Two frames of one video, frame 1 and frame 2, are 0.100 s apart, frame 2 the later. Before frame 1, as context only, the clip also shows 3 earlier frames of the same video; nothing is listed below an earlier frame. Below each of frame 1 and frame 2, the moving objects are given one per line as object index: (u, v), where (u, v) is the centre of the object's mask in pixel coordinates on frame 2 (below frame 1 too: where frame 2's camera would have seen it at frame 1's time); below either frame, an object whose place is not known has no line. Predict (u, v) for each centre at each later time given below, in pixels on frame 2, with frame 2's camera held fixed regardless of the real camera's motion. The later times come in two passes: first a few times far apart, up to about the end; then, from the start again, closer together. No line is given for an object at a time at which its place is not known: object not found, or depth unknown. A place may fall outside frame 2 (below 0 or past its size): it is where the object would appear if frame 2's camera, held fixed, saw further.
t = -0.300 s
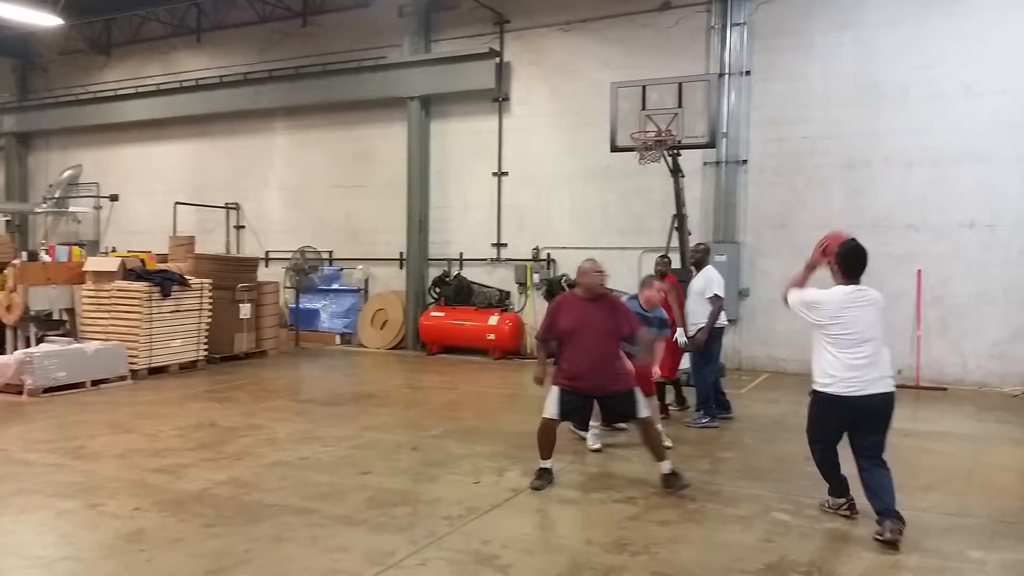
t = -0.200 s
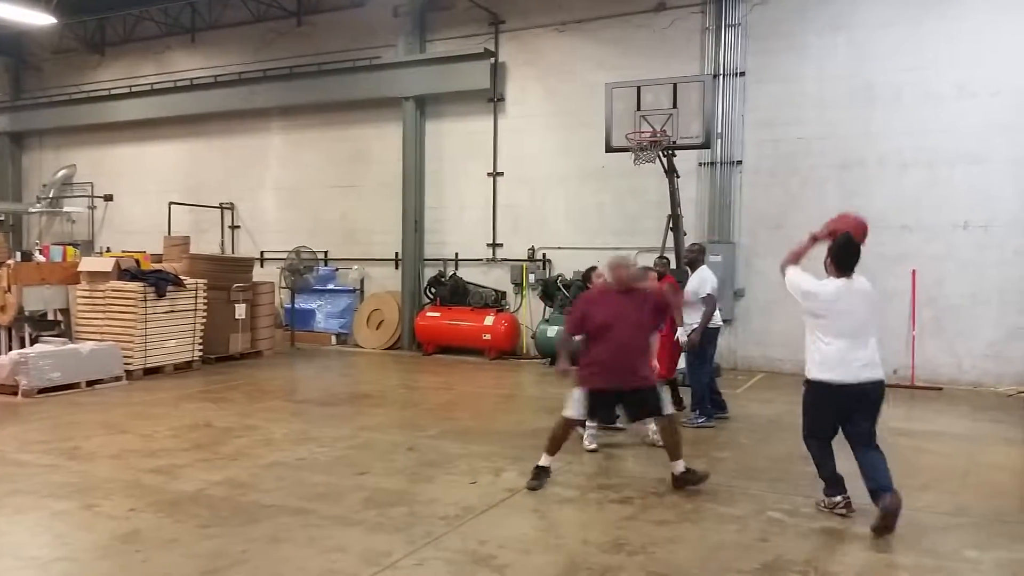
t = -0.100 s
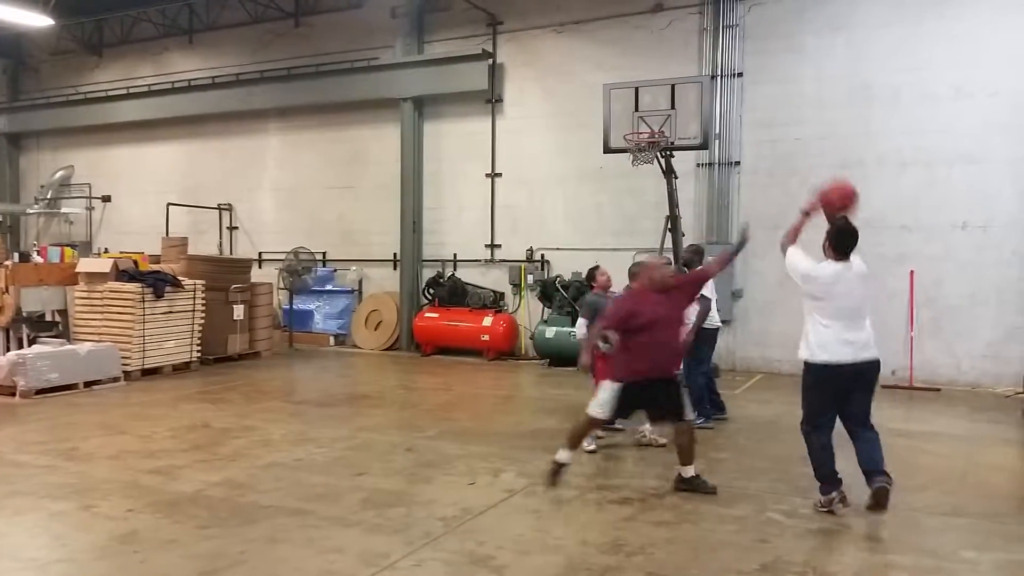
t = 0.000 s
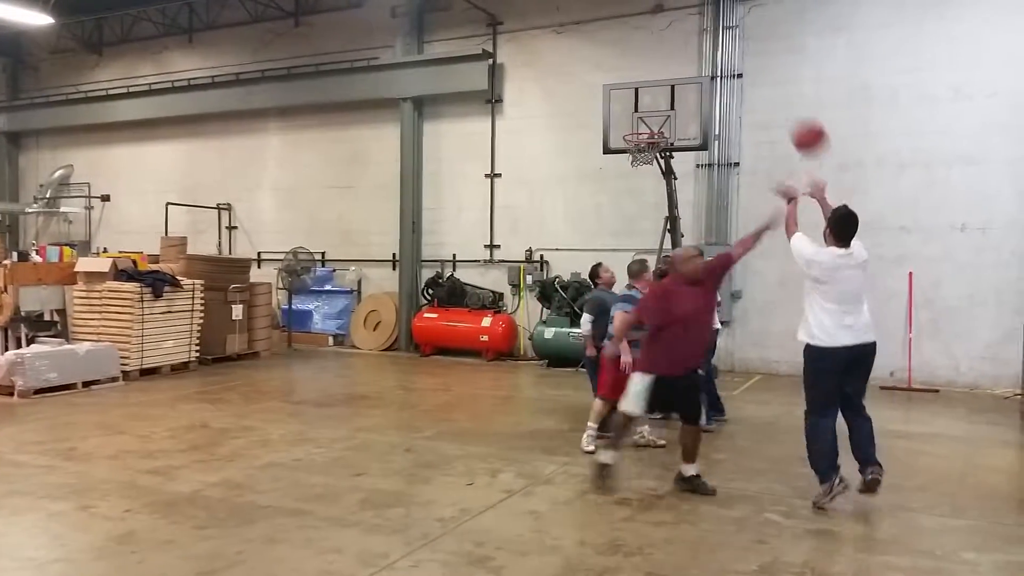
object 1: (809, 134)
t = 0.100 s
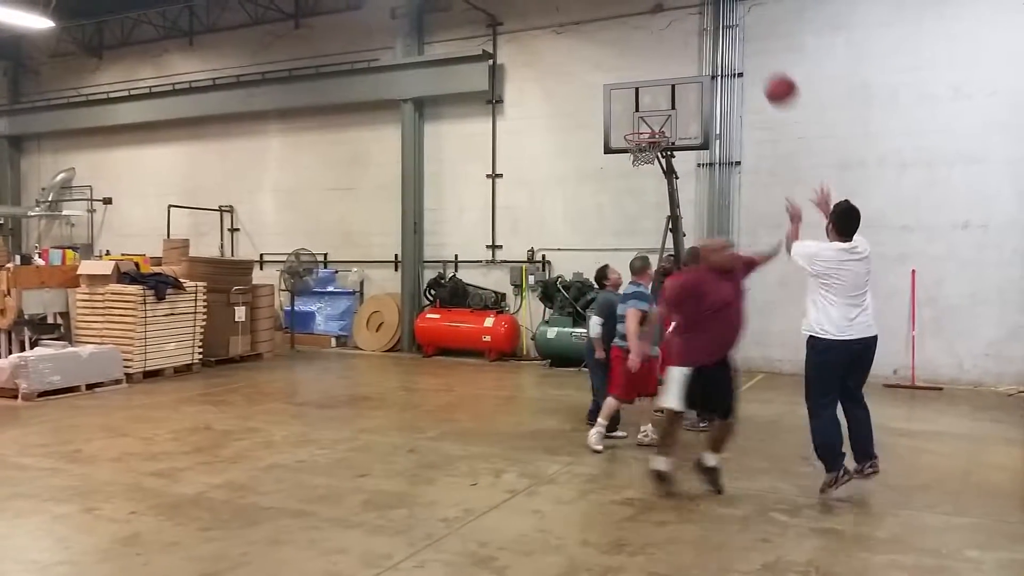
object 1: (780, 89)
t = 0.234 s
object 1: (747, 55)
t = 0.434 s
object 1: (709, 48)
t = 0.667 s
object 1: (673, 88)
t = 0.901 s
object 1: (632, 145)
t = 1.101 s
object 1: (642, 170)
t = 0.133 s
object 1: (771, 78)
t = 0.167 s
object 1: (762, 69)
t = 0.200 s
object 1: (754, 61)
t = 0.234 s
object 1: (747, 55)
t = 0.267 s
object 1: (739, 52)
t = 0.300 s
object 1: (733, 49)
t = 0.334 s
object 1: (726, 47)
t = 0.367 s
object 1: (721, 46)
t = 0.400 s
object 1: (714, 47)
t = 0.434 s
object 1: (709, 48)
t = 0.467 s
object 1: (703, 52)
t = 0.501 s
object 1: (697, 56)
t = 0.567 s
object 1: (686, 66)
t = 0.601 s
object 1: (682, 72)
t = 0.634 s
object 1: (679, 79)
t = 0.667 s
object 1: (673, 88)
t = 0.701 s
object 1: (669, 97)
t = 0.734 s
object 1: (665, 106)
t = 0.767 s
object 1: (660, 115)
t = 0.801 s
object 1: (652, 122)
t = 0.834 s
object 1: (646, 130)
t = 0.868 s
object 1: (637, 139)
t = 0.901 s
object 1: (632, 145)
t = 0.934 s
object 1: (630, 151)
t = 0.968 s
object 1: (632, 153)
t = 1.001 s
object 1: (633, 156)
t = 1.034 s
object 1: (636, 157)
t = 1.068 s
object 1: (639, 164)
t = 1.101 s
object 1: (642, 170)
